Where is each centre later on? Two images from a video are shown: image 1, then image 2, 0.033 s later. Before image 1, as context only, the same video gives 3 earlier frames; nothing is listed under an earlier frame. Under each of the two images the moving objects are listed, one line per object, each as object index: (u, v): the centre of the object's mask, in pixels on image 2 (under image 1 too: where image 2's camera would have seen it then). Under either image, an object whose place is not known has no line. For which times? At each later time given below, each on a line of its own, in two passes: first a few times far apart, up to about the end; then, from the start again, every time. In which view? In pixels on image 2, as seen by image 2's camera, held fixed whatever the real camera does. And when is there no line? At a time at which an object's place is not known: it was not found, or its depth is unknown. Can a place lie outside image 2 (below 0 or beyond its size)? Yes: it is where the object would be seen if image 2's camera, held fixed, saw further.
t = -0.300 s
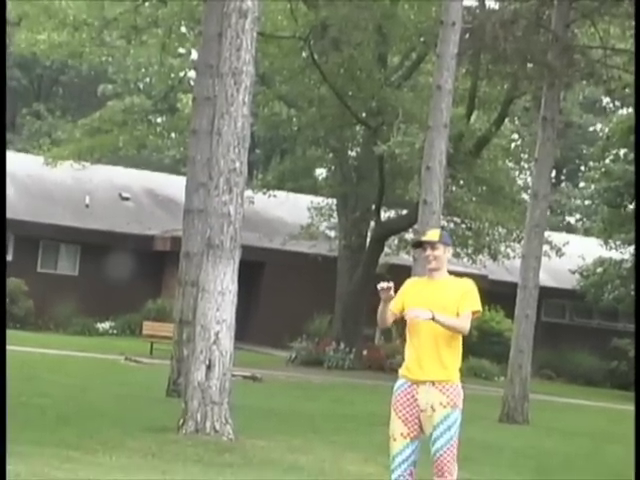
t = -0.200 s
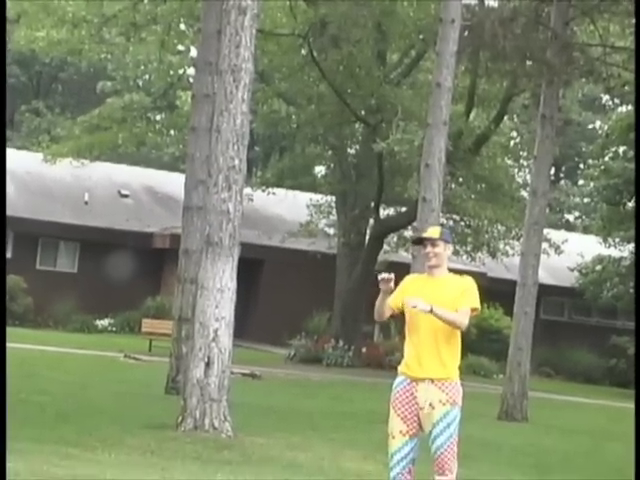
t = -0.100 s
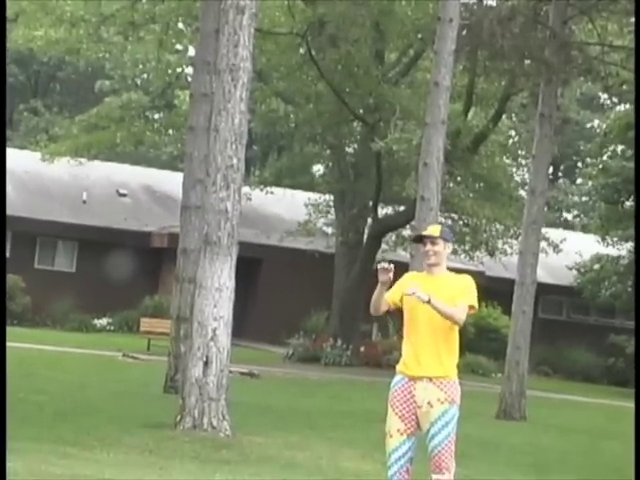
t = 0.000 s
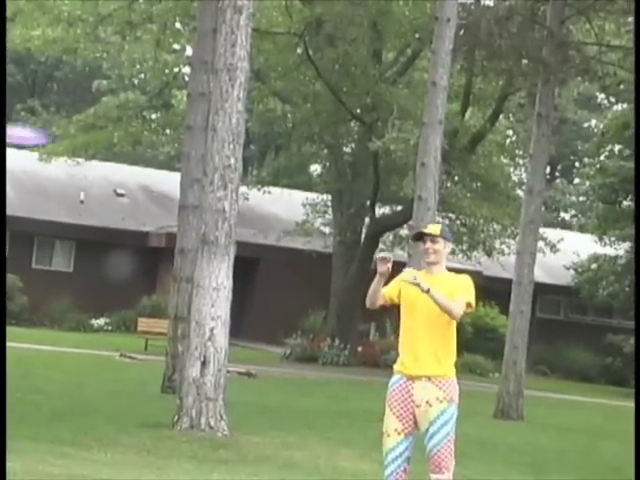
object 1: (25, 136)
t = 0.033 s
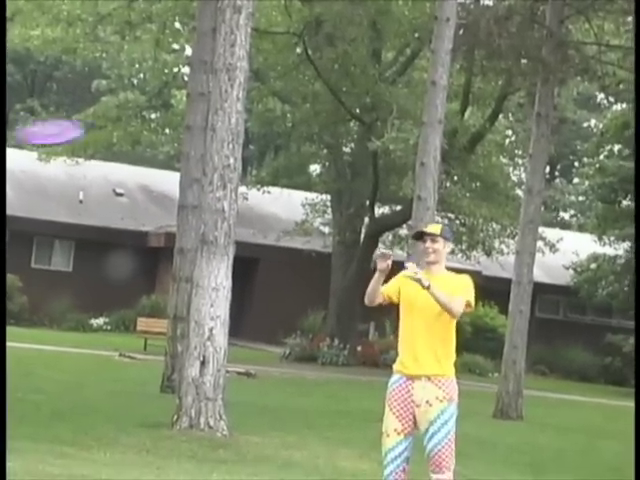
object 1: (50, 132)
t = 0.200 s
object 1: (194, 140)
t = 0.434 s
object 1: (345, 176)
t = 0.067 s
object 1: (82, 132)
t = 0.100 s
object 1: (113, 132)
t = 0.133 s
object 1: (143, 134)
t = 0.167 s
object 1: (169, 137)
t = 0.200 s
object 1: (194, 140)
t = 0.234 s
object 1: (220, 143)
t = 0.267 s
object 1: (246, 148)
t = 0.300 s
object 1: (267, 153)
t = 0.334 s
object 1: (287, 158)
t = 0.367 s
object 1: (308, 164)
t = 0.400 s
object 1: (326, 169)
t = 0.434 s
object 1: (345, 176)
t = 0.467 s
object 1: (363, 182)
